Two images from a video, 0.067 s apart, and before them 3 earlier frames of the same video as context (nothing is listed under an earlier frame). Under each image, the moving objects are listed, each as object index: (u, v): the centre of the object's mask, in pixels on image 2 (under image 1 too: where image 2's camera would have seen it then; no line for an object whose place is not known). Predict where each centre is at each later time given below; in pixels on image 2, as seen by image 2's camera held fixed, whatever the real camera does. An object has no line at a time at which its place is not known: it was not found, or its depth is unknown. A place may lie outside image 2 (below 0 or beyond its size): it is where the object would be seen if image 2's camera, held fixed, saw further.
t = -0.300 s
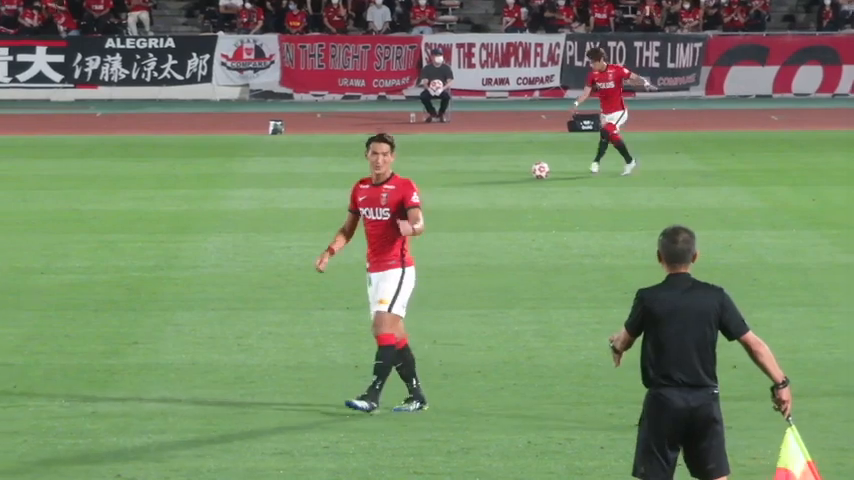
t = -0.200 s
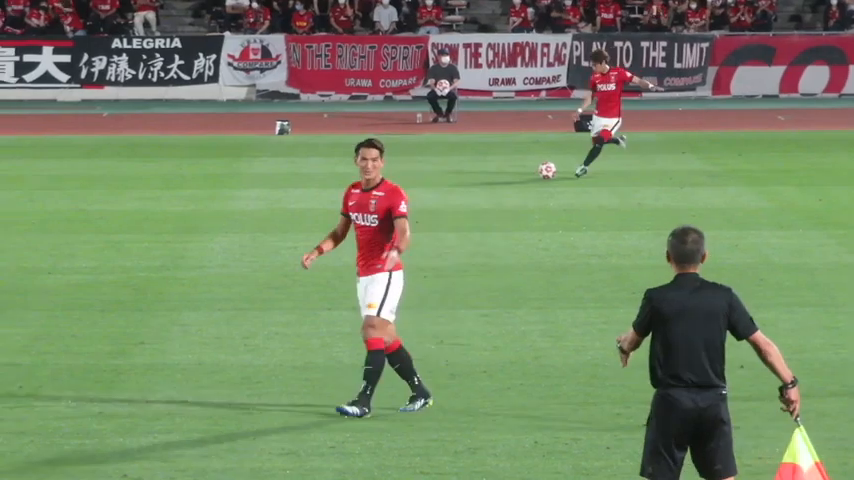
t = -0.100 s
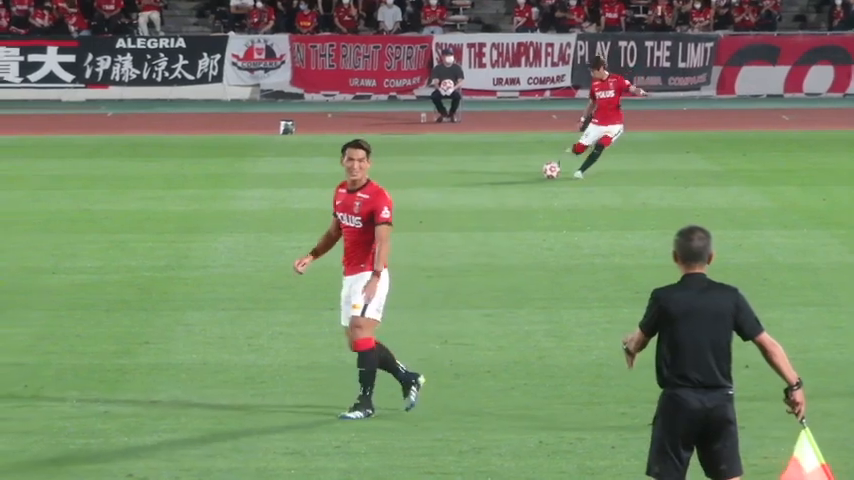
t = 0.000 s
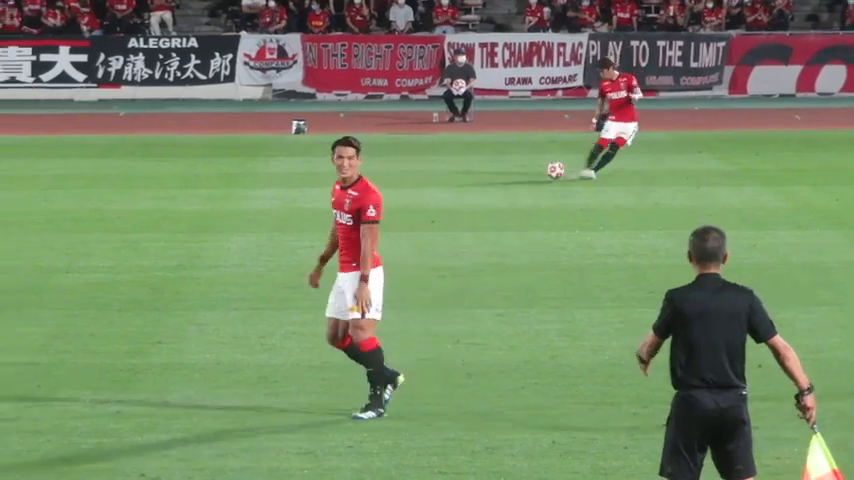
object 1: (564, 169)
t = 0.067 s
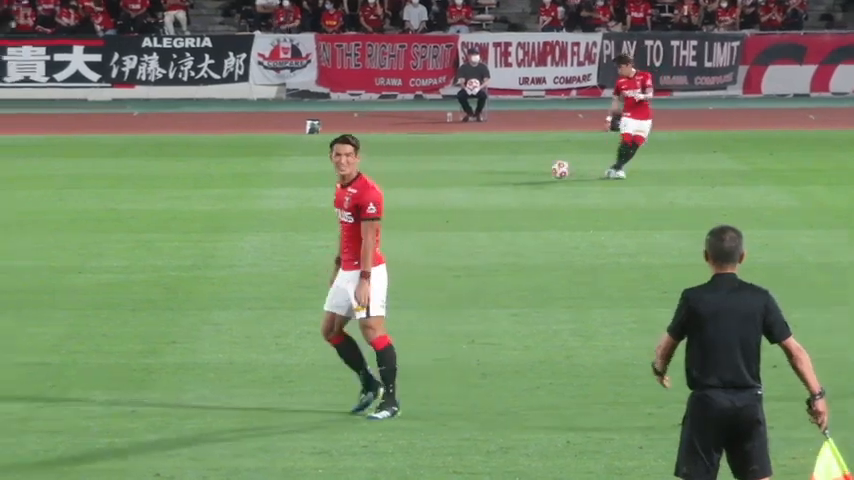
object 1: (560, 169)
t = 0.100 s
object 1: (557, 169)
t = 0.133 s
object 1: (554, 170)
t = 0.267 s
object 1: (527, 174)
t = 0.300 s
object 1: (520, 175)
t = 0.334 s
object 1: (516, 180)
